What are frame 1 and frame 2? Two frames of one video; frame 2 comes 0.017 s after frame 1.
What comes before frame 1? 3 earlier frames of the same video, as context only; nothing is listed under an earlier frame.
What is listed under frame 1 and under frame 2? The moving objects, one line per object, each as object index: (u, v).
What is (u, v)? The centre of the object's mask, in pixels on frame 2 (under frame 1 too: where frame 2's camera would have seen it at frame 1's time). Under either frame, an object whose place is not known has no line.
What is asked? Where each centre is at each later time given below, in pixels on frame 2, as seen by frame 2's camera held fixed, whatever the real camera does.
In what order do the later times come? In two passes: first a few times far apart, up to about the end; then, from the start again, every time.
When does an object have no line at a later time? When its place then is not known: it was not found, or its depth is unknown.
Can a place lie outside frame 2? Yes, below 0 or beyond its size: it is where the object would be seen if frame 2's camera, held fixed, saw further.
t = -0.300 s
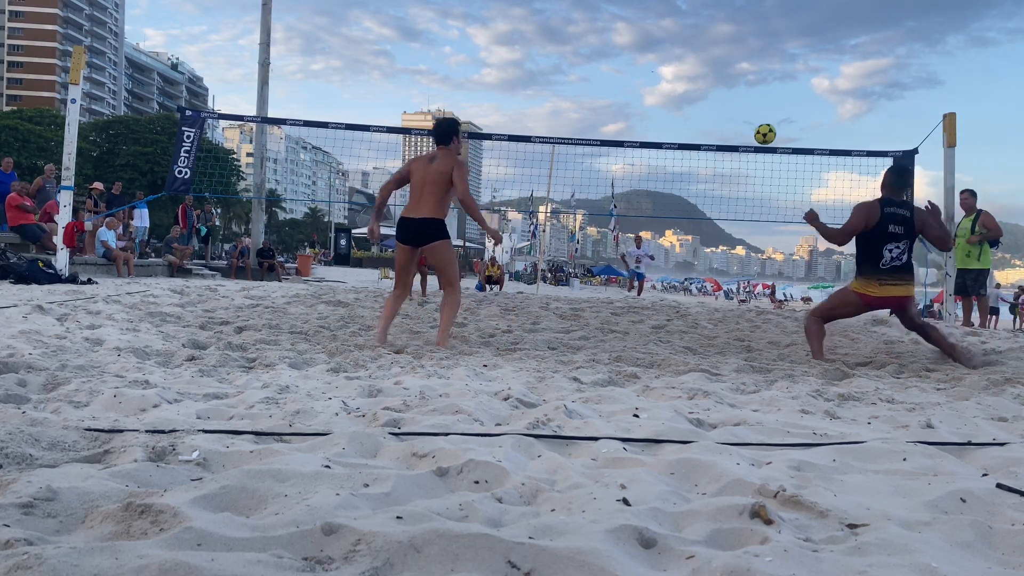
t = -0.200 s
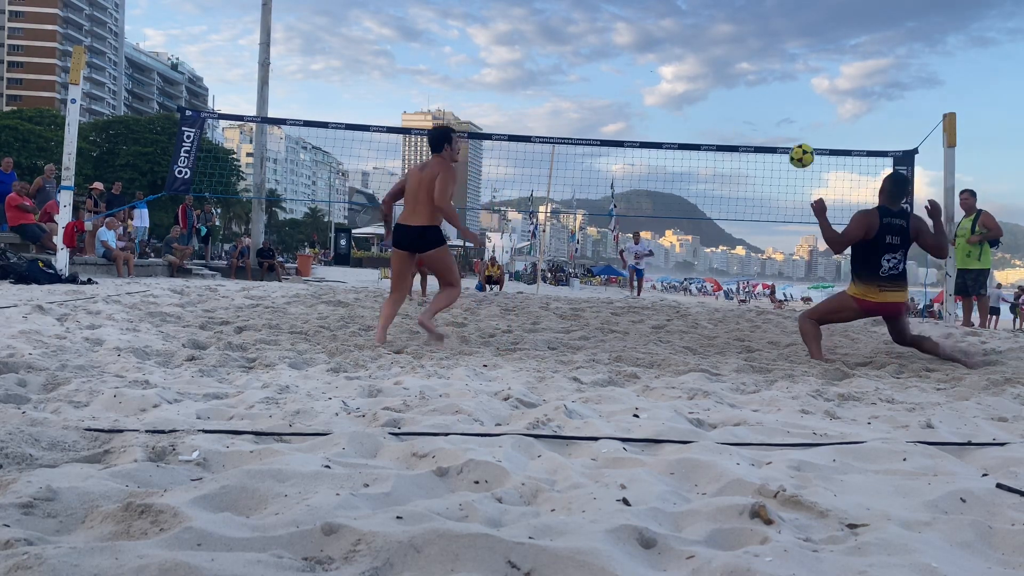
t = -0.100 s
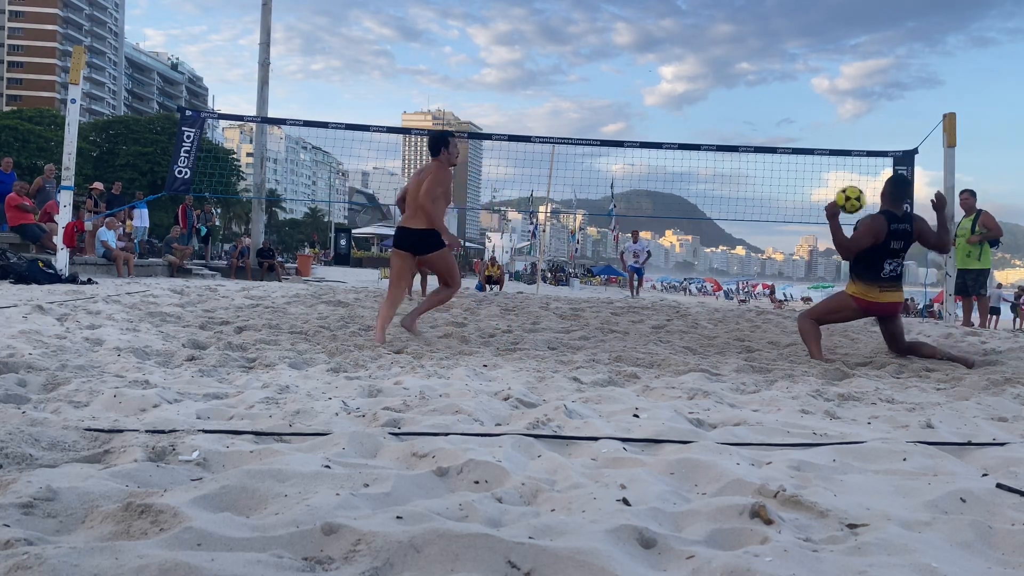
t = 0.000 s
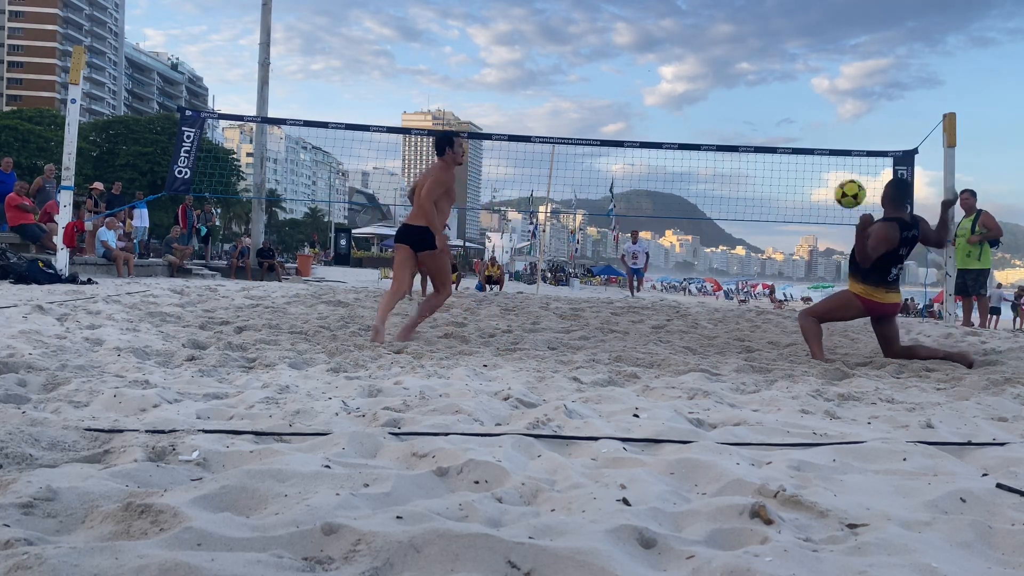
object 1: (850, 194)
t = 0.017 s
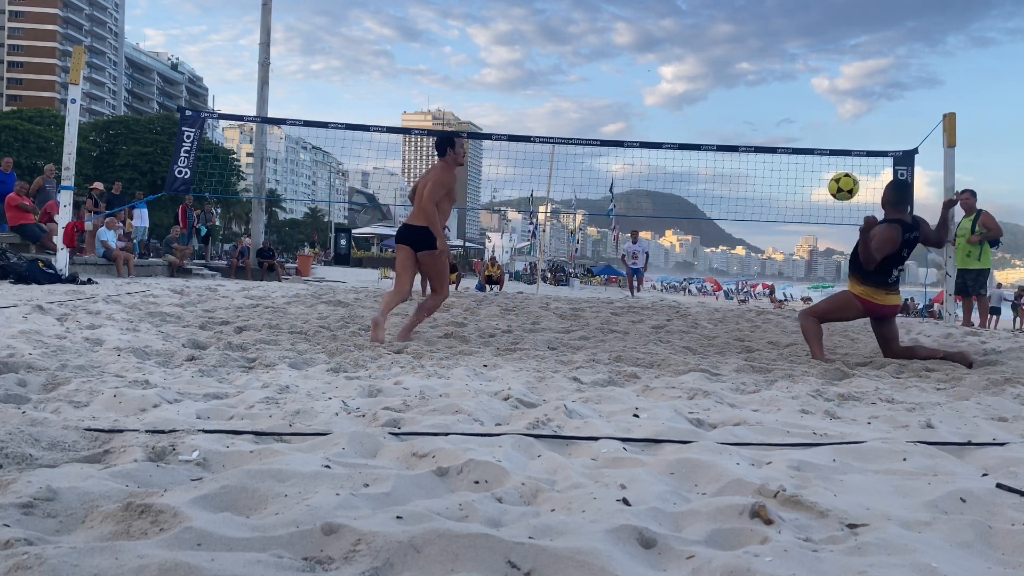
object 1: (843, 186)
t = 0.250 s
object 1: (765, 129)
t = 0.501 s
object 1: (697, 142)
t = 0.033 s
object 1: (837, 179)
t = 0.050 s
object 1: (831, 173)
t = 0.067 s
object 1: (825, 167)
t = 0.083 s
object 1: (819, 162)
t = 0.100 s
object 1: (814, 157)
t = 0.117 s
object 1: (808, 152)
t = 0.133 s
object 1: (803, 148)
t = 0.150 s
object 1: (797, 144)
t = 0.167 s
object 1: (792, 140)
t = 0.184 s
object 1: (786, 137)
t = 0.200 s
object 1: (781, 135)
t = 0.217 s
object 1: (776, 132)
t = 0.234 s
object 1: (771, 130)
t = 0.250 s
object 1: (765, 129)
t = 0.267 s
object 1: (760, 128)
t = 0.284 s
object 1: (755, 127)
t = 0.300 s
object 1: (751, 126)
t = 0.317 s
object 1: (746, 126)
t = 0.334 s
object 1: (741, 126)
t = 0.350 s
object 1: (736, 126)
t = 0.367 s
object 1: (732, 127)
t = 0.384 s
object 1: (727, 128)
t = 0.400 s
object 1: (723, 129)
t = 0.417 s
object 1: (718, 131)
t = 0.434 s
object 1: (714, 133)
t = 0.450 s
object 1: (710, 135)
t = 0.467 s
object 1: (706, 137)
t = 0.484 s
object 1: (701, 140)
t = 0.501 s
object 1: (697, 142)
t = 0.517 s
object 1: (693, 145)
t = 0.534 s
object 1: (689, 149)
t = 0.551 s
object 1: (685, 152)
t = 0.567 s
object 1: (681, 156)
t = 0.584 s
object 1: (677, 160)
